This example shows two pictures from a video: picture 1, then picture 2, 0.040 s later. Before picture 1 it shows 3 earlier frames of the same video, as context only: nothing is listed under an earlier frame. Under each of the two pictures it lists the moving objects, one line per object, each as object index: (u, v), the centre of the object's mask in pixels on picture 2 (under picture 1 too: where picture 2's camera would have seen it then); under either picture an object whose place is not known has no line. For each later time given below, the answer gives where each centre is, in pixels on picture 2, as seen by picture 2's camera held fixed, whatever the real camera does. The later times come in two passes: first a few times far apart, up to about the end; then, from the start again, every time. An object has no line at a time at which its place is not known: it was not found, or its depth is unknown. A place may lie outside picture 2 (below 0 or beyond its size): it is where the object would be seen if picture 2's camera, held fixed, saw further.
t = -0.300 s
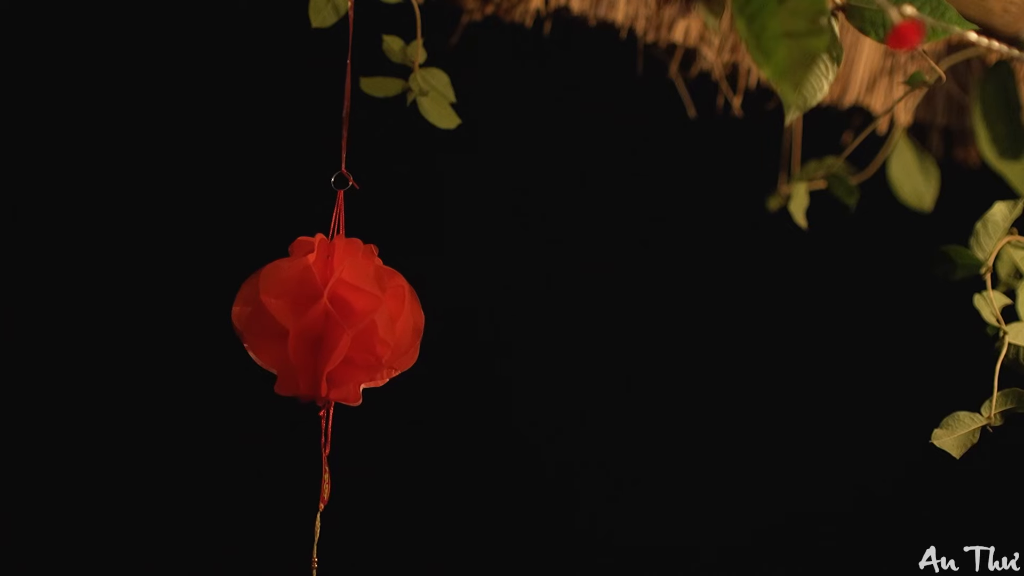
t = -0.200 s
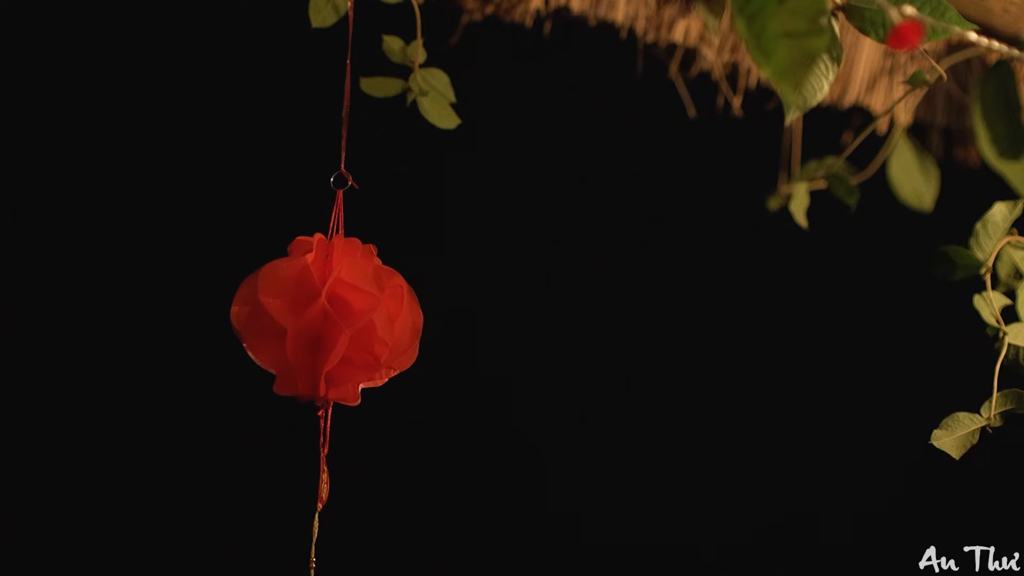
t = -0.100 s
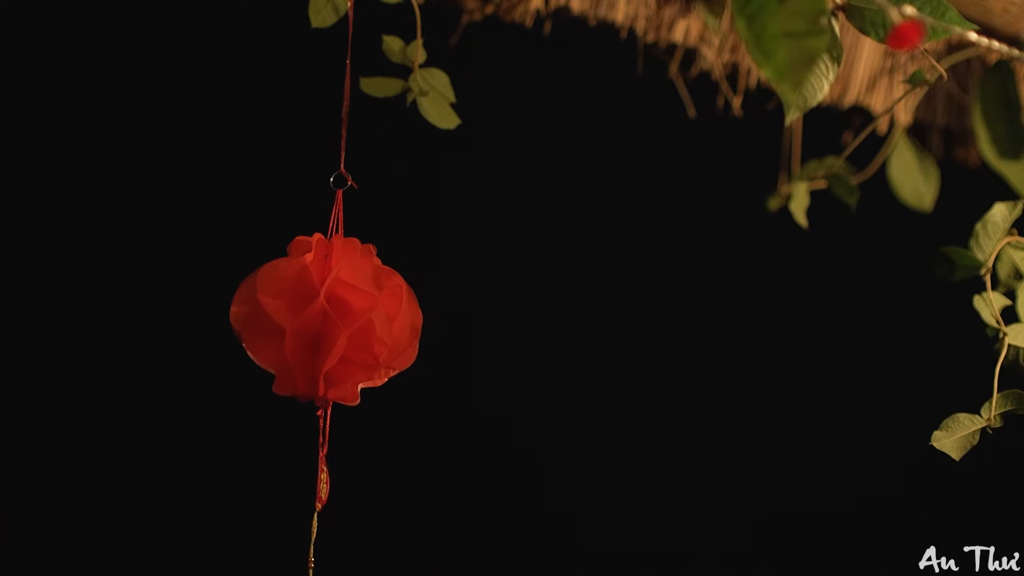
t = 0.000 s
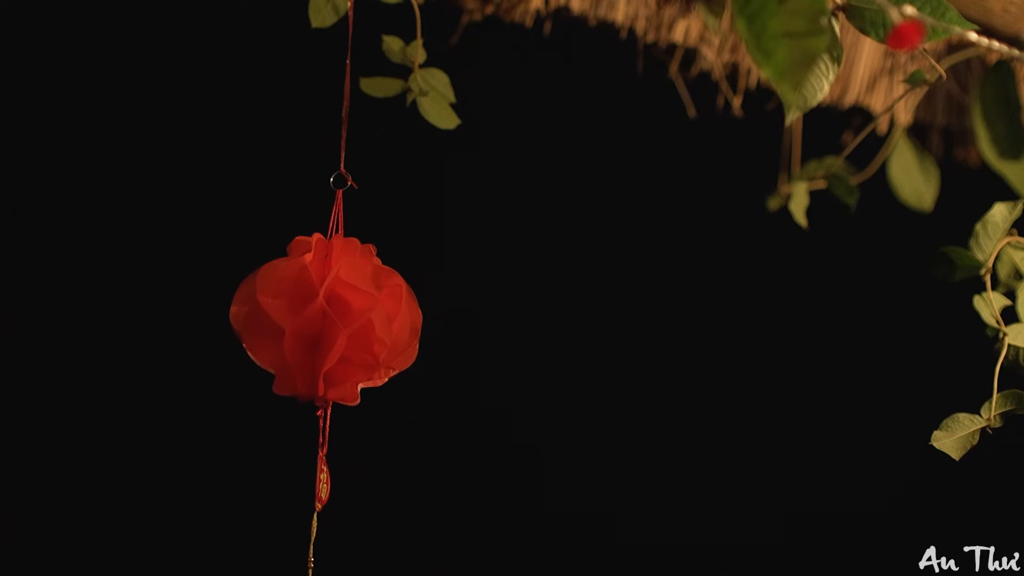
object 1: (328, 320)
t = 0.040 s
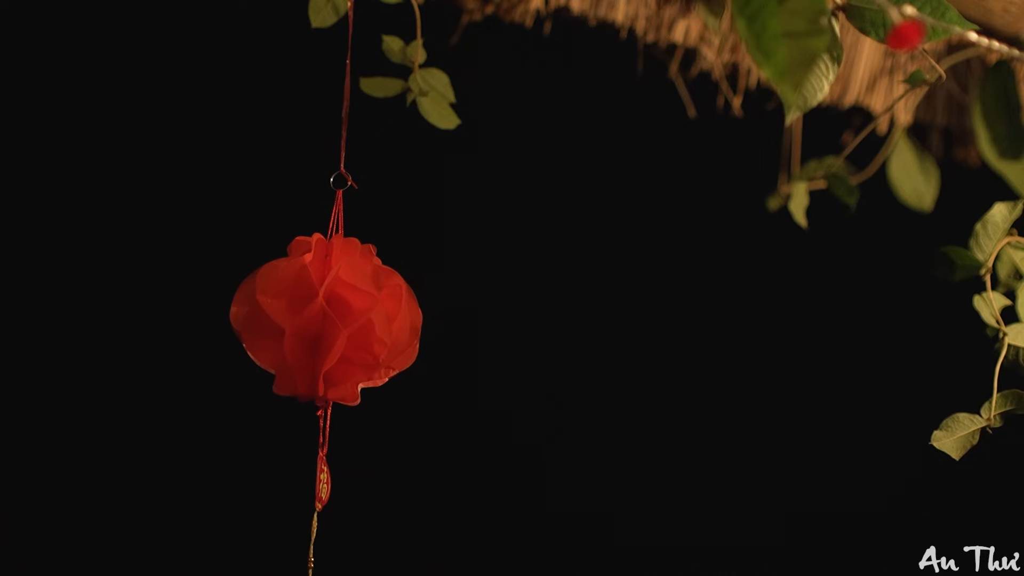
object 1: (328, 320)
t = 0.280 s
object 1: (330, 320)
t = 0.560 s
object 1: (332, 321)
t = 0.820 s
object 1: (331, 321)
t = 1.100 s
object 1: (329, 322)
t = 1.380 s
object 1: (331, 325)
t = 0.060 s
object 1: (328, 320)
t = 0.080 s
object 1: (328, 320)
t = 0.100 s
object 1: (328, 320)
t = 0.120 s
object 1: (328, 320)
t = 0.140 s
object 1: (328, 320)
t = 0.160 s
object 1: (328, 320)
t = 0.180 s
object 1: (328, 320)
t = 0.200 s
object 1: (329, 320)
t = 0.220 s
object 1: (329, 320)
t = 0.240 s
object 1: (329, 320)
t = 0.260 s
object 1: (329, 320)
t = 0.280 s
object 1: (330, 320)
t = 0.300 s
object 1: (330, 320)
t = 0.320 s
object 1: (330, 320)
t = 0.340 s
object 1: (330, 321)
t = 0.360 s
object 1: (330, 321)
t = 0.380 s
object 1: (331, 321)
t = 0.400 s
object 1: (331, 321)
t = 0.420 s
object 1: (331, 321)
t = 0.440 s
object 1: (331, 321)
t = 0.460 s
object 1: (331, 321)
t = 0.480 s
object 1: (332, 321)
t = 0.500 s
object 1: (332, 321)
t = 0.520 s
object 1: (332, 321)
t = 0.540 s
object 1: (332, 321)
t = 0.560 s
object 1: (332, 321)
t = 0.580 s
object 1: (332, 321)
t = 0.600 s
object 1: (332, 321)
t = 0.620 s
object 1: (332, 321)
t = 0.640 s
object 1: (332, 321)
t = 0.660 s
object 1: (332, 321)
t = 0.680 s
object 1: (332, 321)
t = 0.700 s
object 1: (332, 321)
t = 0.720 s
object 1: (331, 322)
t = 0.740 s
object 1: (331, 322)
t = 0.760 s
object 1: (331, 322)
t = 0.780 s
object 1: (331, 322)
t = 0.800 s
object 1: (331, 321)
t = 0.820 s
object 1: (331, 321)
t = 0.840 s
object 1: (331, 322)
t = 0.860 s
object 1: (331, 322)
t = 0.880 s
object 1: (331, 322)
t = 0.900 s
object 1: (330, 321)
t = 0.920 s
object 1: (330, 322)
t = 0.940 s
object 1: (330, 321)
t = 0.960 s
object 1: (330, 322)
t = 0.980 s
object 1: (330, 321)
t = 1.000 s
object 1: (330, 322)
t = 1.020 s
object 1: (329, 322)
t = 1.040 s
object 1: (329, 322)
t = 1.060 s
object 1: (329, 322)
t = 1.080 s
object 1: (329, 322)
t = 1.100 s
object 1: (329, 322)
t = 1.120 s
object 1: (328, 322)
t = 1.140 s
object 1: (328, 322)
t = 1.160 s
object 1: (328, 322)
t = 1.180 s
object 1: (328, 322)
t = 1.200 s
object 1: (328, 322)
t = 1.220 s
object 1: (328, 322)
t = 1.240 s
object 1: (328, 322)
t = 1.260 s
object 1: (328, 322)
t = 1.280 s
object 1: (328, 322)
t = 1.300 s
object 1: (328, 323)
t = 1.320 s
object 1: (329, 323)
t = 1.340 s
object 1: (329, 324)
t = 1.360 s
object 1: (330, 324)
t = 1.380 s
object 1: (331, 325)
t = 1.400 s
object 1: (332, 325)
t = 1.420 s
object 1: (333, 326)
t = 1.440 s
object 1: (334, 326)
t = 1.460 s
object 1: (336, 327)
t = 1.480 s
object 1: (337, 327)
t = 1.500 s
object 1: (338, 327)
